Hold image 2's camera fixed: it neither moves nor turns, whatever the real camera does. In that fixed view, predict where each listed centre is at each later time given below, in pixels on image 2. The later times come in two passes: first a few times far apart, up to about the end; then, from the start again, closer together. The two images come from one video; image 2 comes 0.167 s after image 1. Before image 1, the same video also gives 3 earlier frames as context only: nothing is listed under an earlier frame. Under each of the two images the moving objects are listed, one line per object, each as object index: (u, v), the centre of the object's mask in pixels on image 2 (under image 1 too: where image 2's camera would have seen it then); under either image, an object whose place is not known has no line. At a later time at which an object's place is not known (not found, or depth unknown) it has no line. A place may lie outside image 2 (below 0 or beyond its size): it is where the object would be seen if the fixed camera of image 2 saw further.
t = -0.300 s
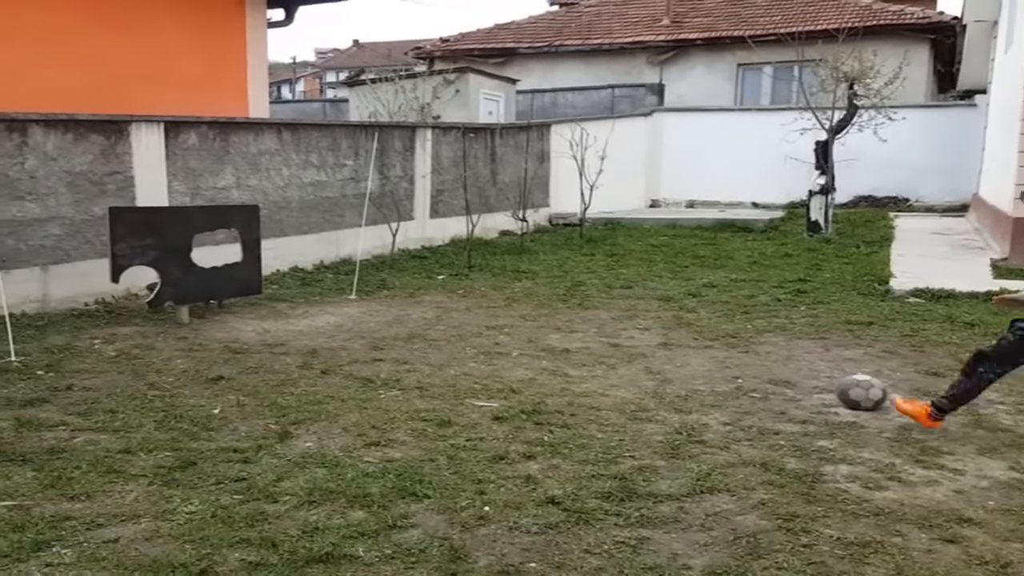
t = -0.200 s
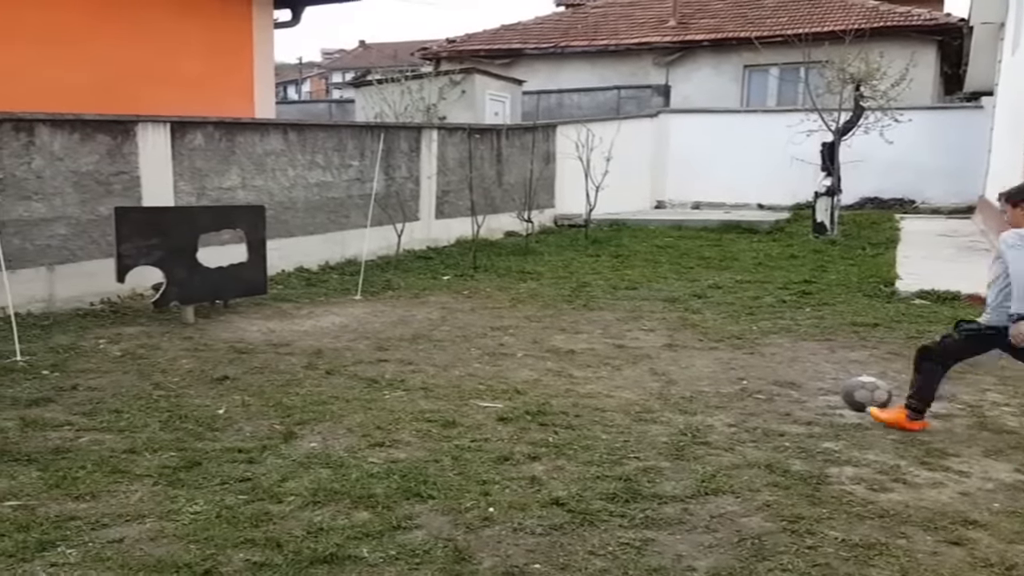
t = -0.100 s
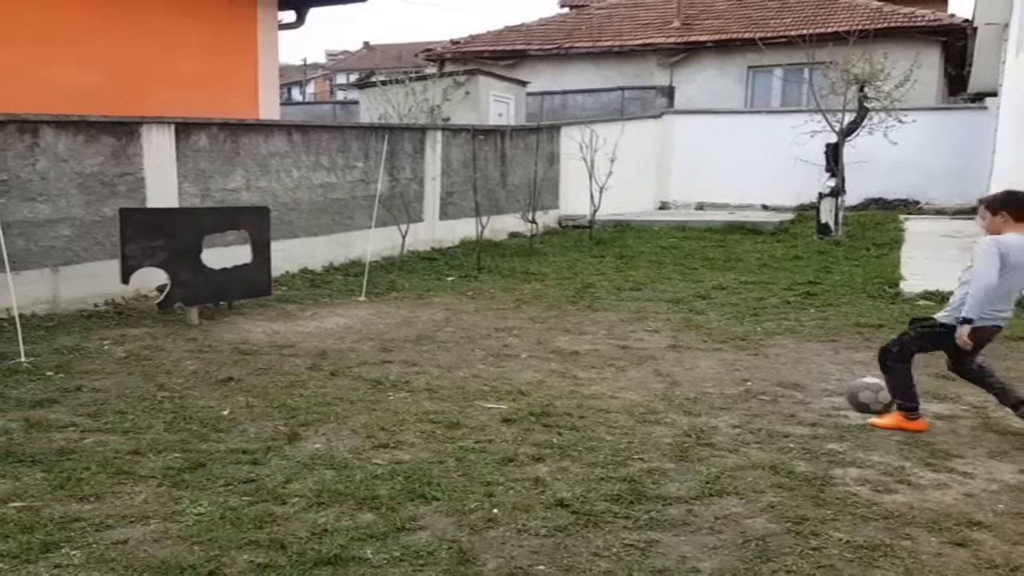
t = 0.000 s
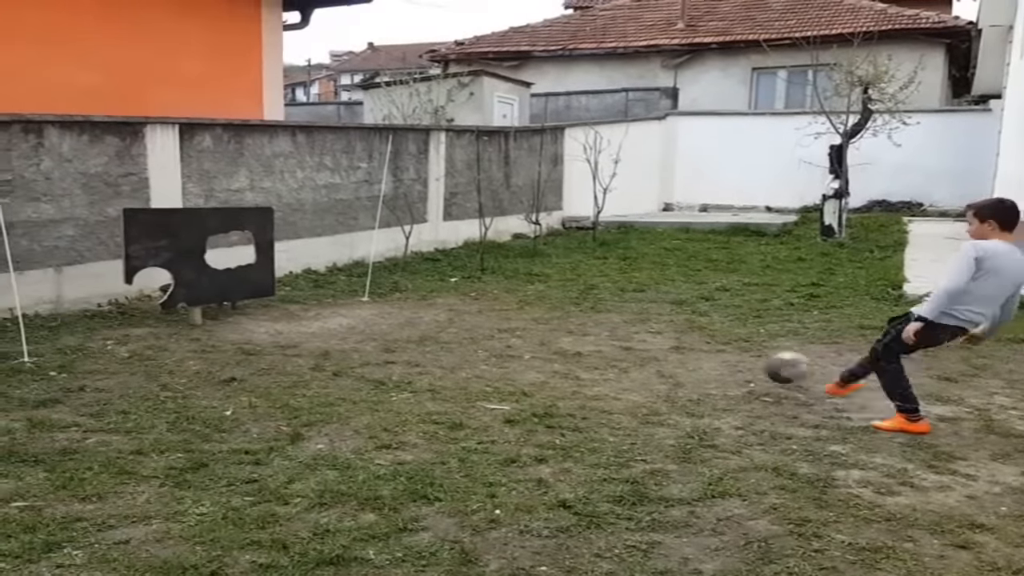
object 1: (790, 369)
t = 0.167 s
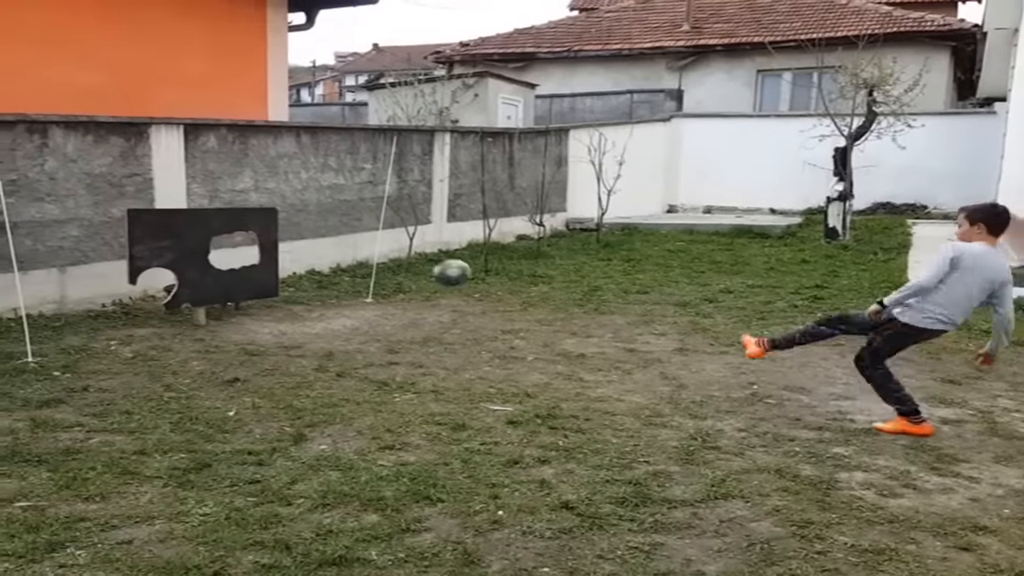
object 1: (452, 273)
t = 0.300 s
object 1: (255, 241)
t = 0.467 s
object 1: (317, 278)
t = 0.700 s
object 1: (470, 305)
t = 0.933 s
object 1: (594, 287)
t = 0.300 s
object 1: (255, 241)
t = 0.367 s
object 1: (240, 245)
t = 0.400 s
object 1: (263, 254)
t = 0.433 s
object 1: (291, 267)
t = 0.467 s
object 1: (317, 278)
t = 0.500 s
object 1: (344, 293)
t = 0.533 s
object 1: (371, 310)
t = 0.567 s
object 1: (398, 328)
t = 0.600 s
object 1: (420, 332)
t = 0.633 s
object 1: (435, 321)
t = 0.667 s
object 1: (452, 313)
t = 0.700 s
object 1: (470, 305)
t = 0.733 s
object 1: (486, 298)
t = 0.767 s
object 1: (504, 293)
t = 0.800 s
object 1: (522, 289)
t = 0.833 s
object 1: (540, 286)
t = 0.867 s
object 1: (558, 285)
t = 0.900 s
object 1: (576, 285)
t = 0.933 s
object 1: (594, 287)
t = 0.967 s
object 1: (613, 290)
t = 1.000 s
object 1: (632, 295)
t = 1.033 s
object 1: (652, 302)
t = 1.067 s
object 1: (671, 310)
